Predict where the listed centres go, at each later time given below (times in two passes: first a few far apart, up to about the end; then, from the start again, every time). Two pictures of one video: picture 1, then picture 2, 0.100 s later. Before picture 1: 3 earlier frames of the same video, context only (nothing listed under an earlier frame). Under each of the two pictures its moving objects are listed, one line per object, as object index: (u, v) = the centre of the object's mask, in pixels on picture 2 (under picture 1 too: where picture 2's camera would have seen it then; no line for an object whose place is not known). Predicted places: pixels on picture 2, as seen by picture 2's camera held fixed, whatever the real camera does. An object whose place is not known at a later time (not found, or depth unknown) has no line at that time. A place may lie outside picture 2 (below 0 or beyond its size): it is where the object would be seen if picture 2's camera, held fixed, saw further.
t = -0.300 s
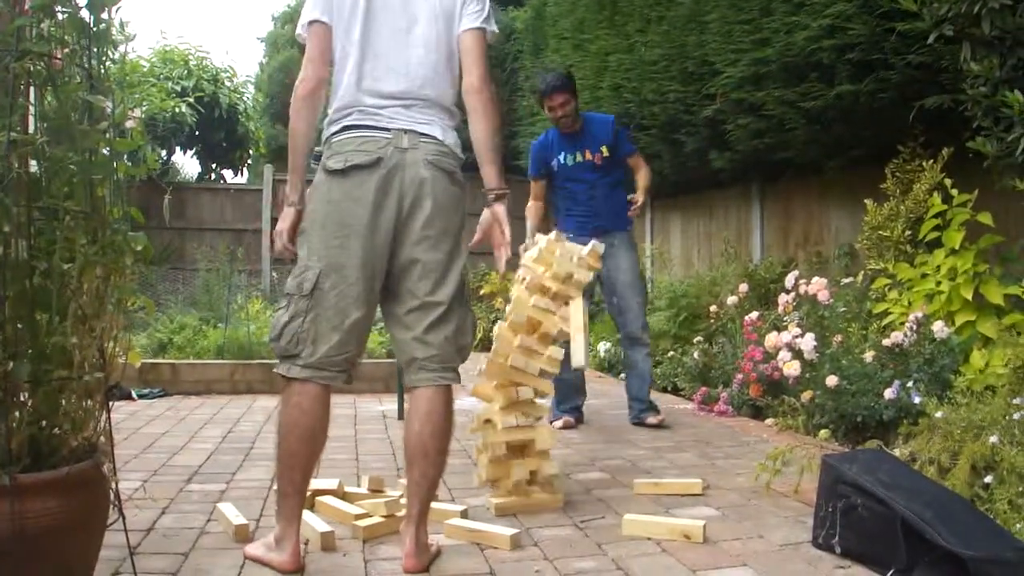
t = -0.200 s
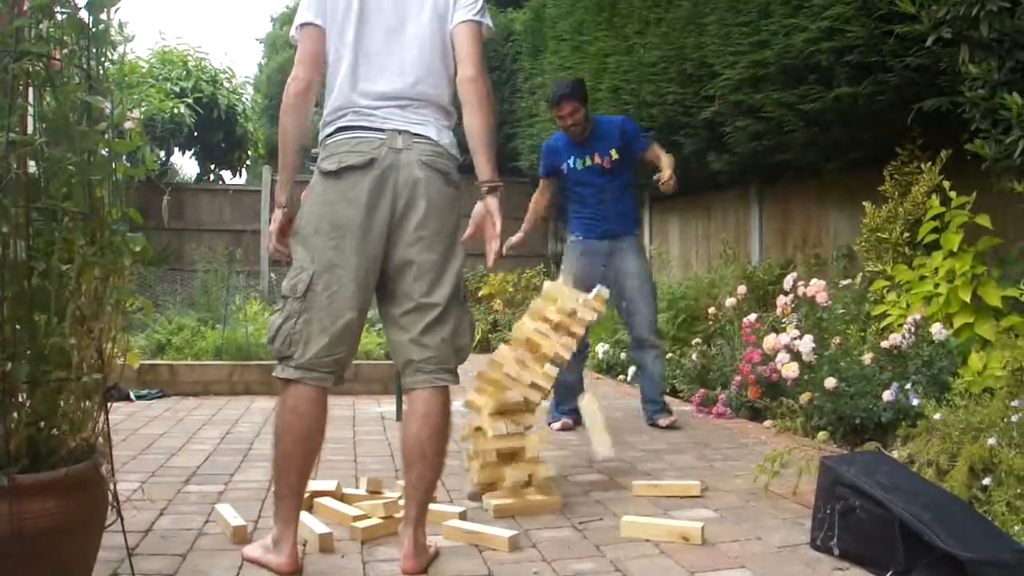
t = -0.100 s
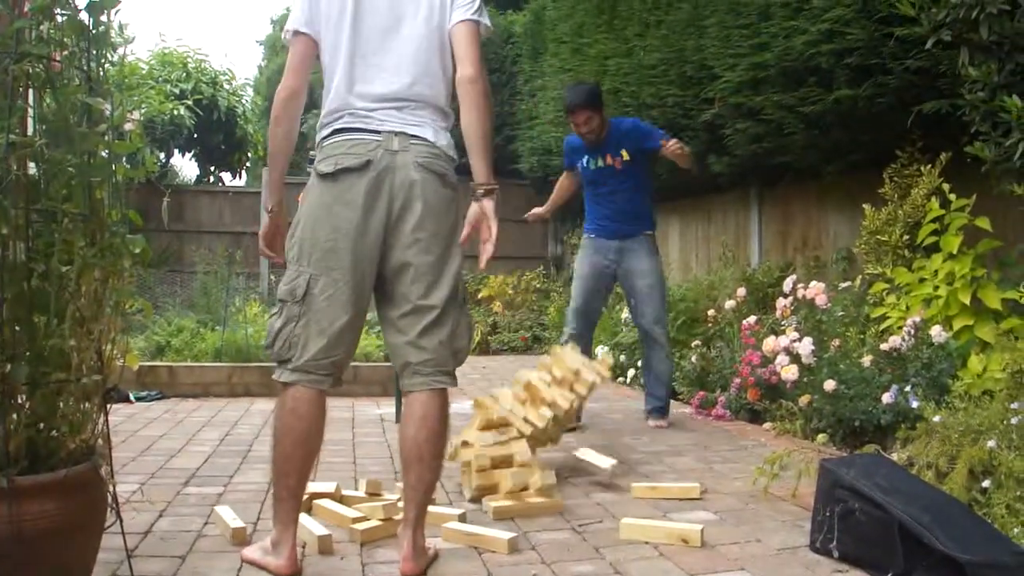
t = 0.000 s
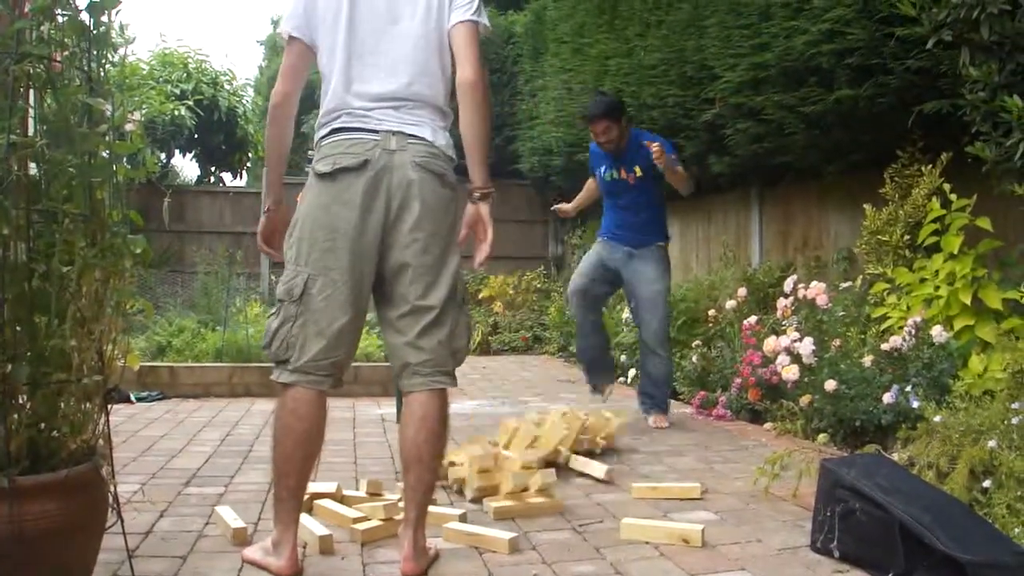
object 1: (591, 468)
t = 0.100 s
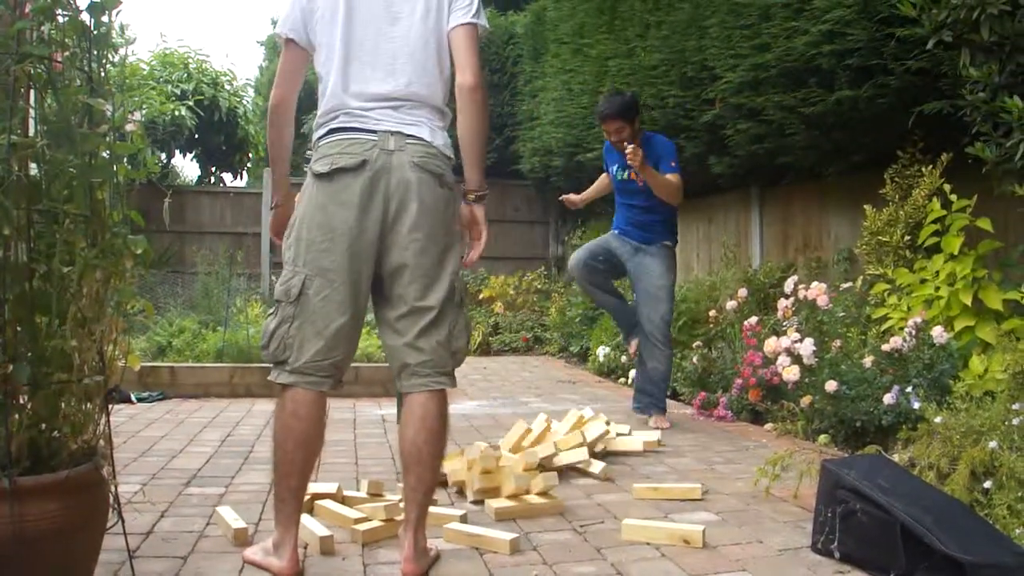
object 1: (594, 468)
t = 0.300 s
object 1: (603, 470)
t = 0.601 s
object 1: (601, 471)
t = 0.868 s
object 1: (603, 472)
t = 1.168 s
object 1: (603, 471)
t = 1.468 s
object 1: (603, 472)
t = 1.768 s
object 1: (604, 472)
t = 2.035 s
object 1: (604, 473)
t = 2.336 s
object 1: (603, 474)
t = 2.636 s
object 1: (604, 474)
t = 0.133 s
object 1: (599, 469)
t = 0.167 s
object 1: (601, 470)
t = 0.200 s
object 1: (602, 470)
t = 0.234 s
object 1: (602, 470)
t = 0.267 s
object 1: (602, 470)
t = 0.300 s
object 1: (603, 470)
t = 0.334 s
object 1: (602, 470)
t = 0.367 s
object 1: (602, 470)
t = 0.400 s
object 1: (603, 470)
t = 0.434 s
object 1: (603, 470)
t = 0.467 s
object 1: (603, 471)
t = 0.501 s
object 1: (603, 470)
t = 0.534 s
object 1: (602, 470)
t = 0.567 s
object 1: (601, 471)
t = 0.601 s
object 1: (601, 471)
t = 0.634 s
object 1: (602, 471)
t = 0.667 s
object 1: (602, 471)
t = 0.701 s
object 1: (603, 472)
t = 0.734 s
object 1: (603, 472)
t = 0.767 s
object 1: (603, 472)
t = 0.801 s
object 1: (604, 472)
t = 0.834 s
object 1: (604, 472)
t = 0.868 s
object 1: (603, 472)
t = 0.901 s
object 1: (603, 471)
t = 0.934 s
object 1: (603, 471)
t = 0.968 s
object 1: (602, 471)
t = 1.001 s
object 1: (602, 471)
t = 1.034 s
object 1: (602, 471)
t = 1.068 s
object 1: (602, 471)
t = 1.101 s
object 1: (603, 472)
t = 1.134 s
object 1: (603, 472)
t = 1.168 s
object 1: (603, 471)
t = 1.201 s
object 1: (603, 472)
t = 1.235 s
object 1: (603, 472)
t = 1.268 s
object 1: (603, 472)
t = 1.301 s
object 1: (603, 472)
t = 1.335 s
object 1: (603, 472)
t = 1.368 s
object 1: (603, 472)
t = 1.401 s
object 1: (603, 472)
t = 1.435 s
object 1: (603, 472)
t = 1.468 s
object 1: (603, 472)
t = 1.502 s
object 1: (603, 472)
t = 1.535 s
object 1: (603, 472)
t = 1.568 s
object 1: (603, 472)
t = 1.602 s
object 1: (604, 472)
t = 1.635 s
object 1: (604, 472)
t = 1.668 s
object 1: (604, 472)
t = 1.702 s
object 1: (604, 472)
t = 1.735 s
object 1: (604, 472)
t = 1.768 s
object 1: (604, 472)
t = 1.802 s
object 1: (604, 473)
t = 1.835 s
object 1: (604, 472)
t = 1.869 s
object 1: (605, 473)
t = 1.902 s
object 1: (604, 473)
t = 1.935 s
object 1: (604, 473)
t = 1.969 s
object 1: (605, 473)
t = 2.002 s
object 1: (605, 473)
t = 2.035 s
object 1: (604, 473)
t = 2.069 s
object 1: (605, 473)
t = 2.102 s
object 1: (605, 473)
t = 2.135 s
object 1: (604, 473)
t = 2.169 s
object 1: (604, 473)
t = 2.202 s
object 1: (604, 474)
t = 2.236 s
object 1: (604, 474)
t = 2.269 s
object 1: (604, 474)
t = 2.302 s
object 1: (604, 474)
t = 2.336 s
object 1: (603, 474)
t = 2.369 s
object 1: (604, 474)
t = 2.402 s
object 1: (603, 474)
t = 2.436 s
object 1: (604, 474)
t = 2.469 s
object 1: (604, 474)
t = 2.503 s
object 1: (604, 474)
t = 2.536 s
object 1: (604, 474)
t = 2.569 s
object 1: (604, 473)
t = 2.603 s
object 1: (604, 473)
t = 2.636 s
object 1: (604, 474)
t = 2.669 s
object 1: (604, 474)
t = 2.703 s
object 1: (604, 473)
